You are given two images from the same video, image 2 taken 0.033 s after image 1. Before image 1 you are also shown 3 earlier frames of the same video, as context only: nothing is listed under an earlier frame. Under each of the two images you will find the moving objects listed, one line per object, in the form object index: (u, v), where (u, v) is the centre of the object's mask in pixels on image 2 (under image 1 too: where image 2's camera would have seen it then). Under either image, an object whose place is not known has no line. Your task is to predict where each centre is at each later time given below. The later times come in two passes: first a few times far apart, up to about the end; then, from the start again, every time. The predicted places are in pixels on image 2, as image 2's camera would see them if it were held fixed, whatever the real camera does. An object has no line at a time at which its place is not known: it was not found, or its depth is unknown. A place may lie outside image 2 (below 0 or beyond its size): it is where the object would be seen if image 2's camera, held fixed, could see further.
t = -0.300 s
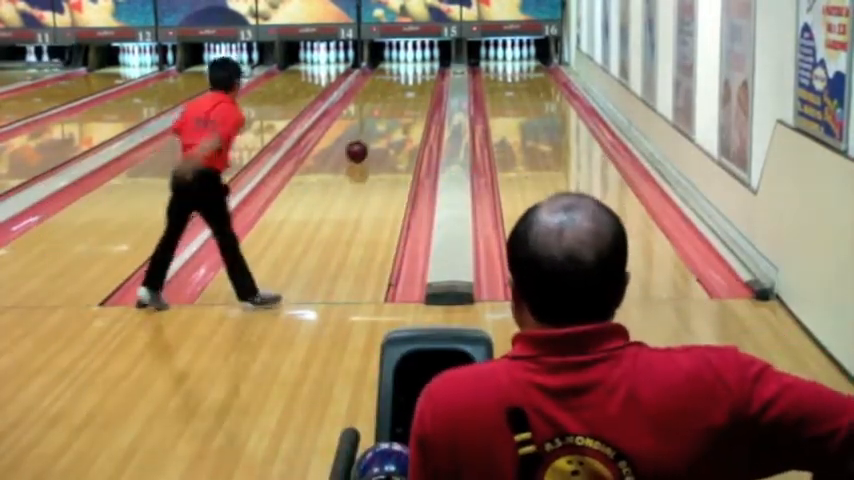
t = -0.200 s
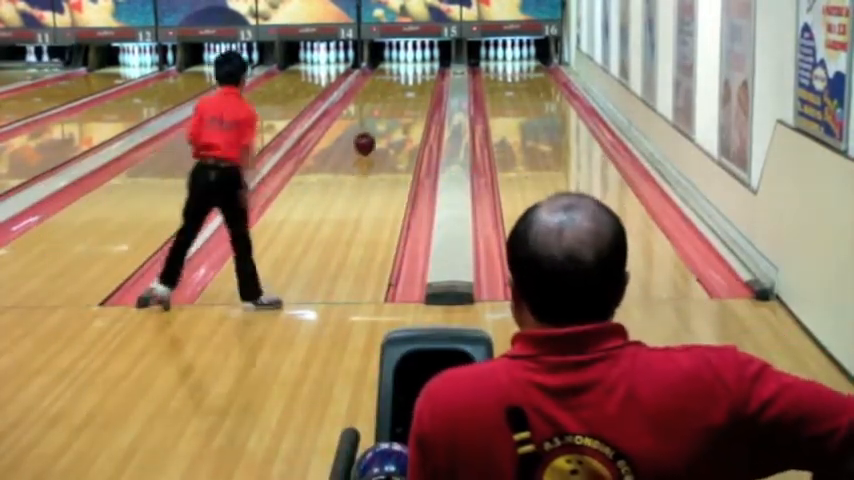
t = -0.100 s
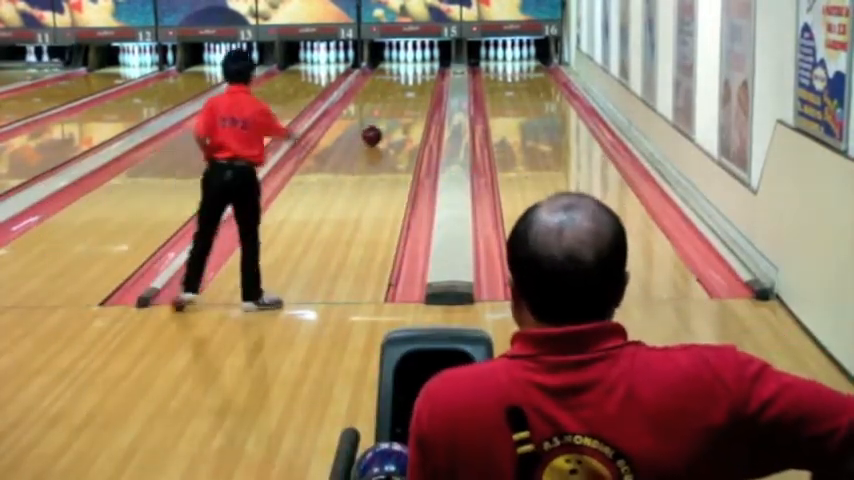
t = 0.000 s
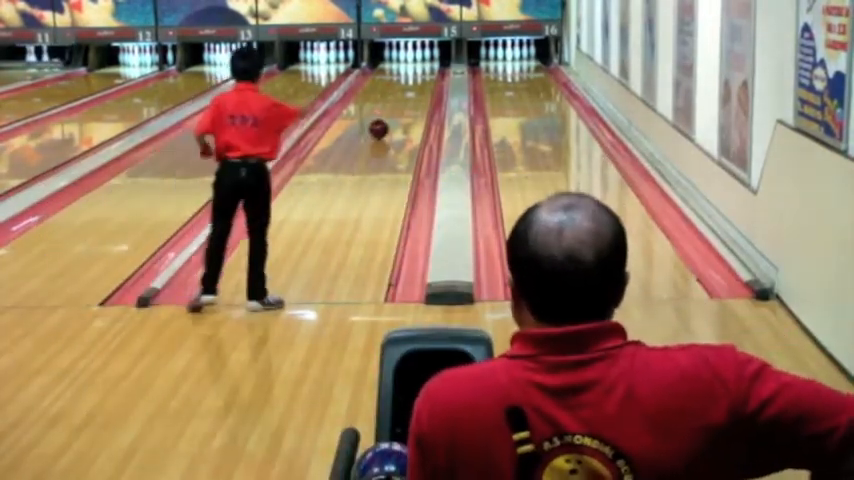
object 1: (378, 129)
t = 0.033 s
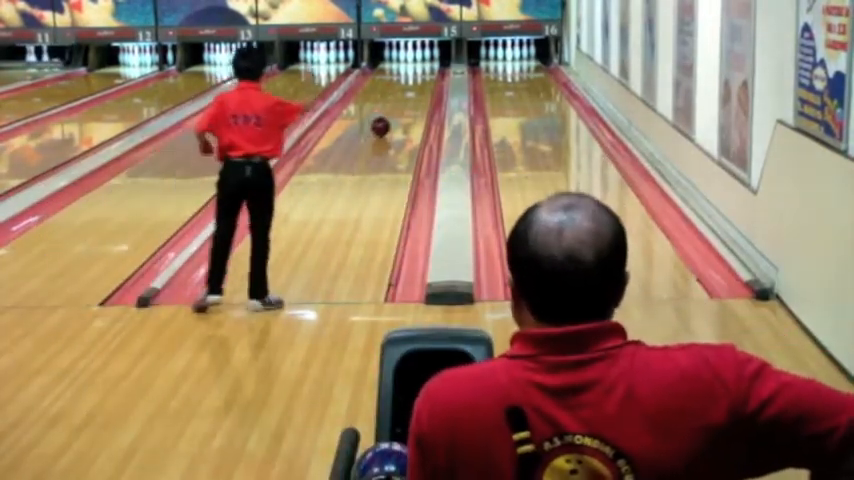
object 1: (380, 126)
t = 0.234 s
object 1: (391, 115)
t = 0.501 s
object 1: (404, 102)
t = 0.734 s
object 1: (412, 92)
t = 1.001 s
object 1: (419, 82)
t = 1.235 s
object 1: (421, 75)
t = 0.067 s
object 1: (382, 124)
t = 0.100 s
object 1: (384, 122)
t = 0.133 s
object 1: (386, 120)
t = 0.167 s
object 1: (388, 118)
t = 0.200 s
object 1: (389, 117)
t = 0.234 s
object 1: (391, 115)
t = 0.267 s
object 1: (393, 113)
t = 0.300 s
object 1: (395, 111)
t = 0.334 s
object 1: (396, 110)
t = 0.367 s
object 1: (398, 108)
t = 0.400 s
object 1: (399, 107)
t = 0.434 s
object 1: (401, 105)
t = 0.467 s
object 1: (402, 103)
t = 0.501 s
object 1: (404, 102)
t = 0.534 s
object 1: (405, 100)
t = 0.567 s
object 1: (406, 98)
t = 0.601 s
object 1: (407, 97)
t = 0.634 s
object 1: (408, 95)
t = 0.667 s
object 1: (409, 94)
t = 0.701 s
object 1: (411, 94)
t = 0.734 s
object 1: (412, 92)
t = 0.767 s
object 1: (413, 91)
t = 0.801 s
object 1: (414, 89)
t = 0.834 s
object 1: (415, 88)
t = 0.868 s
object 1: (415, 87)
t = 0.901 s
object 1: (416, 86)
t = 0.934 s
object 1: (416, 85)
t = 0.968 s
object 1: (417, 83)
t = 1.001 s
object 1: (419, 82)
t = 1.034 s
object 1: (419, 81)
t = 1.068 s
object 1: (419, 80)
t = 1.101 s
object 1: (420, 79)
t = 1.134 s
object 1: (420, 78)
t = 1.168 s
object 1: (420, 77)
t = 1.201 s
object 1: (420, 76)
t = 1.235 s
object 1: (421, 75)
